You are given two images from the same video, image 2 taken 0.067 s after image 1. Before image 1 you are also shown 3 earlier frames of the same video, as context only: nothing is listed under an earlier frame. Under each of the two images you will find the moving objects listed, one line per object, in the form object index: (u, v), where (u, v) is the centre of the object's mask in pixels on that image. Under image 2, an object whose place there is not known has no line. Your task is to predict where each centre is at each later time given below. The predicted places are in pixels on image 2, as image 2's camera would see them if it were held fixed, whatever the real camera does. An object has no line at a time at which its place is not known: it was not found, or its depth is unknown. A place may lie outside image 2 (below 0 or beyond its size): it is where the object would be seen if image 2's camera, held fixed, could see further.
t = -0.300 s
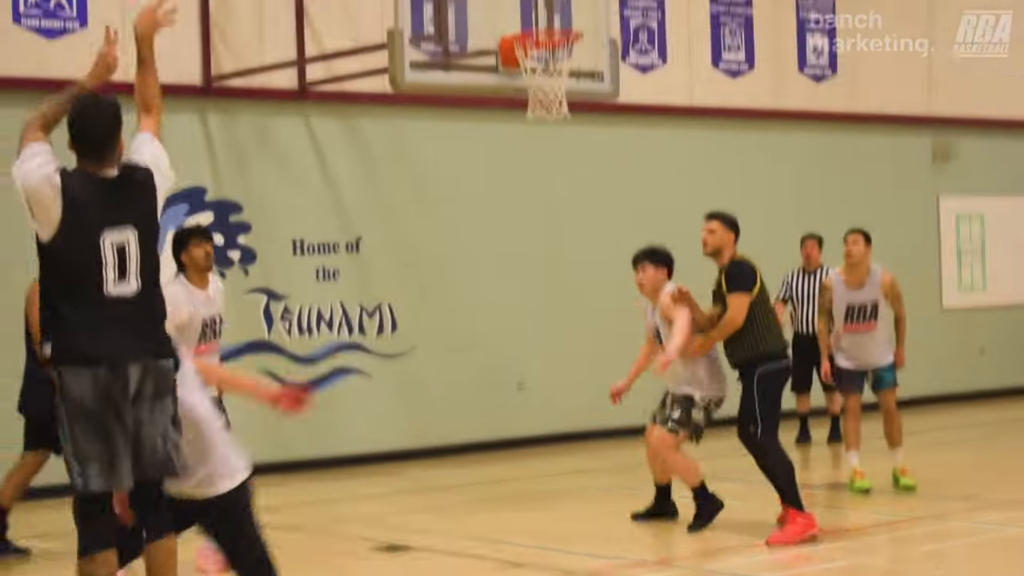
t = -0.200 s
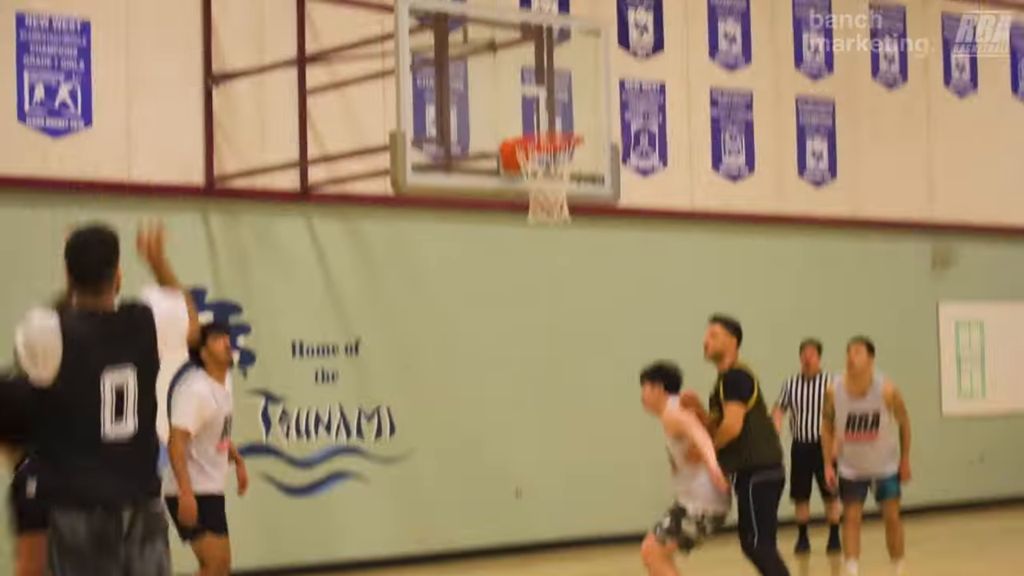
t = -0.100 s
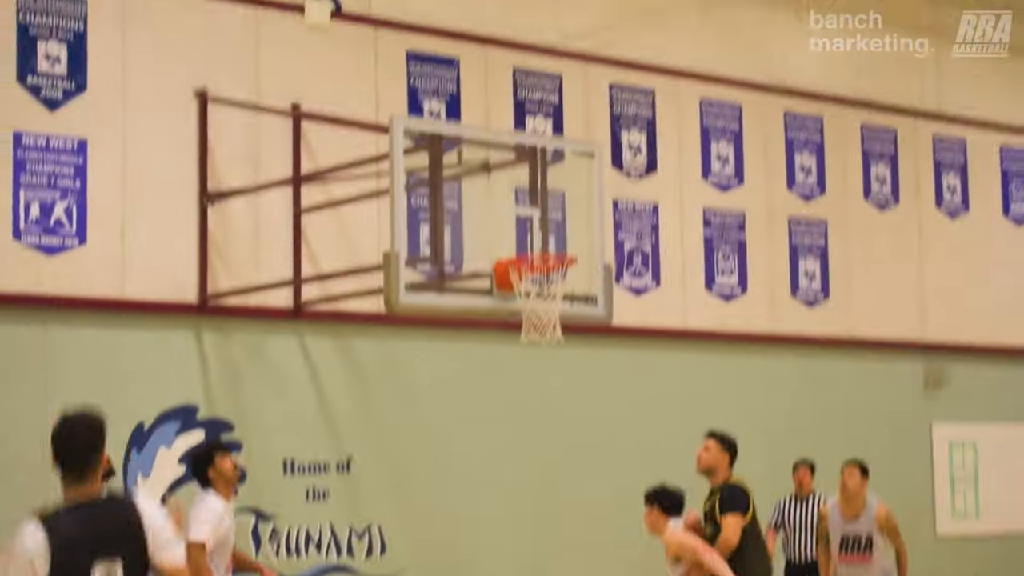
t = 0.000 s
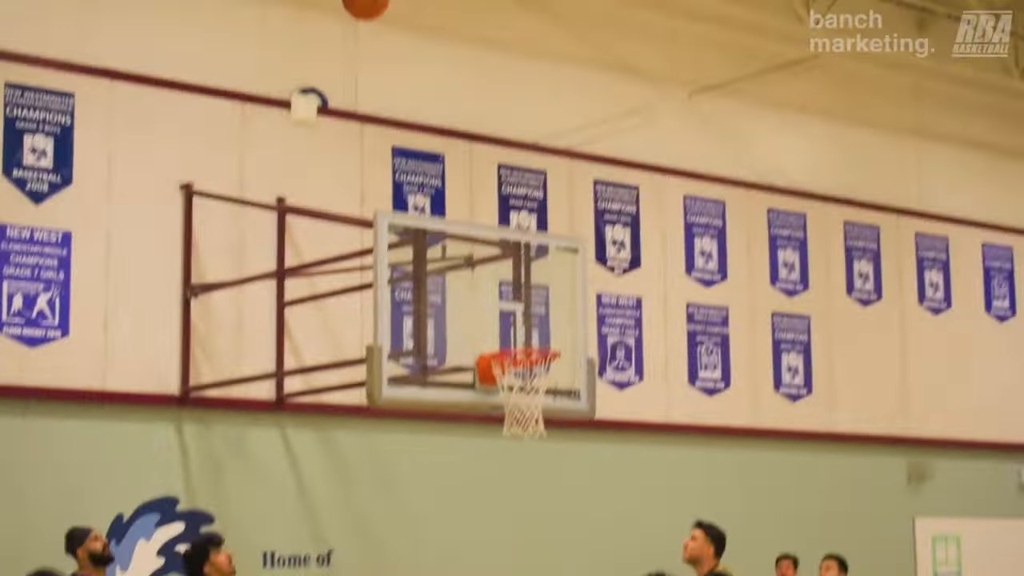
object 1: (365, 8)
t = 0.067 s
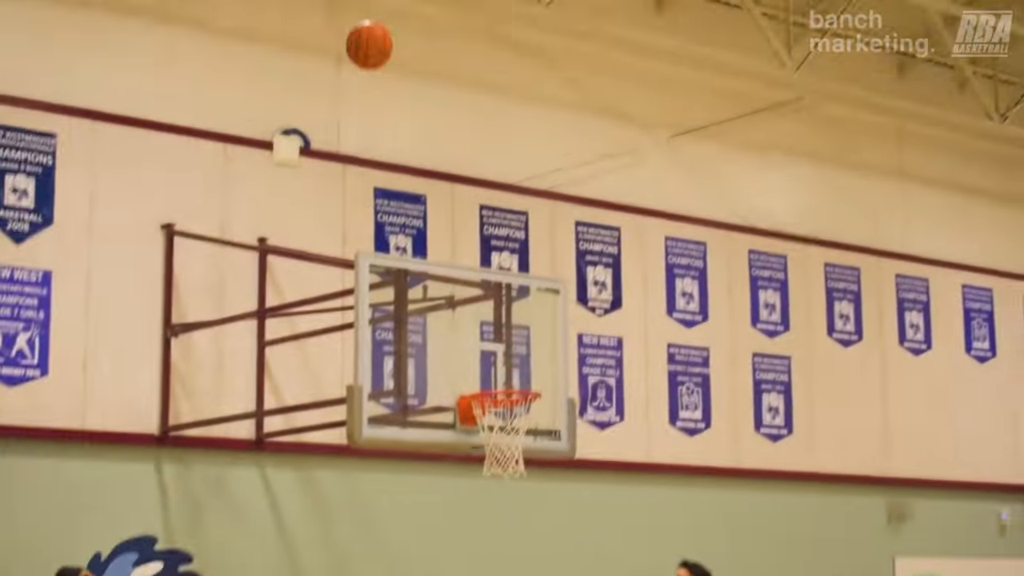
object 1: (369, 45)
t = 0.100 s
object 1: (379, 51)
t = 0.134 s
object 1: (388, 60)
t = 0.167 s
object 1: (397, 70)
